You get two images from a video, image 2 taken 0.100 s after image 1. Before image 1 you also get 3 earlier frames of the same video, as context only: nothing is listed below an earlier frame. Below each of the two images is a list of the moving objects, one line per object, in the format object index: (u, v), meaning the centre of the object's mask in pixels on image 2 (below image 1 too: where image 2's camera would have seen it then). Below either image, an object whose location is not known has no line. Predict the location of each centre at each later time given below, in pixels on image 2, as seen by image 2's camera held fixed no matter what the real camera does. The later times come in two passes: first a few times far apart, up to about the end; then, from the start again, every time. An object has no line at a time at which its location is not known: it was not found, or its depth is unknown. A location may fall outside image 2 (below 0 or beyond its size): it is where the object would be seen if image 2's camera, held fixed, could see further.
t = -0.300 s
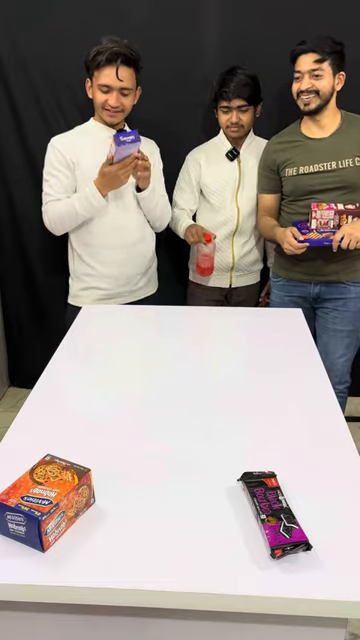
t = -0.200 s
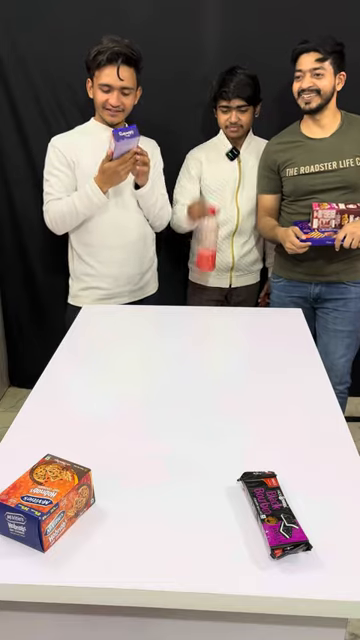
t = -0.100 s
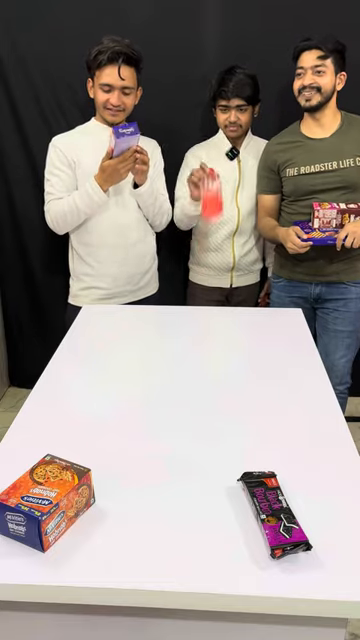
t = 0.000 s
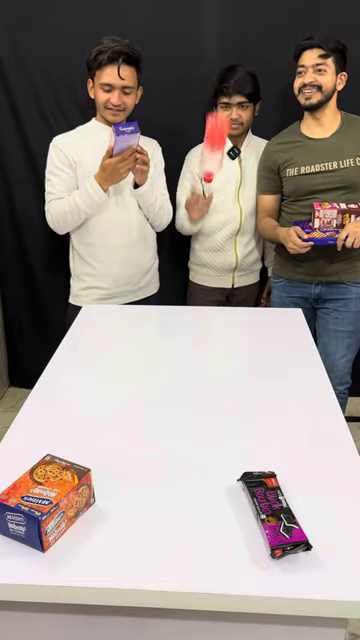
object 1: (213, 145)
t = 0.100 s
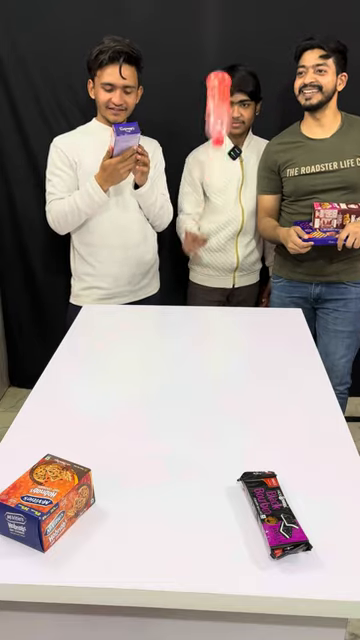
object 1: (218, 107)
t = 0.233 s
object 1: (221, 96)
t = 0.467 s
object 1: (218, 256)
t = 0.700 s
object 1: (215, 310)
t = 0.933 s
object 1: (215, 321)
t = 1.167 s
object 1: (212, 321)
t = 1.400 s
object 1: (207, 322)
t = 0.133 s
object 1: (219, 97)
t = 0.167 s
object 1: (220, 91)
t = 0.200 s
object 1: (220, 91)
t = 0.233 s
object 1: (221, 96)
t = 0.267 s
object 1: (221, 106)
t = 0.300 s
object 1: (221, 120)
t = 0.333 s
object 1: (222, 135)
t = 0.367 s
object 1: (220, 162)
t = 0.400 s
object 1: (220, 189)
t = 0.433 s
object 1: (219, 219)
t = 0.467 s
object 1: (218, 256)
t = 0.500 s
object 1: (217, 286)
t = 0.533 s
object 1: (216, 306)
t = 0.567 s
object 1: (216, 306)
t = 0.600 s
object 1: (216, 306)
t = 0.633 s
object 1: (215, 306)
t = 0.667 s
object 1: (215, 308)
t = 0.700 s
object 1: (215, 310)
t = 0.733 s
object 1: (215, 314)
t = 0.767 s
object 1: (215, 320)
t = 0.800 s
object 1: (215, 320)
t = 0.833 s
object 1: (215, 321)
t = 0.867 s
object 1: (215, 321)
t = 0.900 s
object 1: (215, 321)
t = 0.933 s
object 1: (215, 321)
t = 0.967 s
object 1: (215, 321)
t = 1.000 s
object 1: (215, 321)
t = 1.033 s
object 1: (215, 321)
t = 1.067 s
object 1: (214, 321)
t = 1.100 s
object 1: (214, 321)
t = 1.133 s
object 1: (213, 321)
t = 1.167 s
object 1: (212, 321)
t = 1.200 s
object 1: (212, 321)
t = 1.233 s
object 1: (211, 321)
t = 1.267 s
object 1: (211, 321)
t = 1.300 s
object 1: (210, 321)
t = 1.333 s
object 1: (209, 321)
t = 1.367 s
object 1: (208, 322)
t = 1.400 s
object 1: (207, 322)
